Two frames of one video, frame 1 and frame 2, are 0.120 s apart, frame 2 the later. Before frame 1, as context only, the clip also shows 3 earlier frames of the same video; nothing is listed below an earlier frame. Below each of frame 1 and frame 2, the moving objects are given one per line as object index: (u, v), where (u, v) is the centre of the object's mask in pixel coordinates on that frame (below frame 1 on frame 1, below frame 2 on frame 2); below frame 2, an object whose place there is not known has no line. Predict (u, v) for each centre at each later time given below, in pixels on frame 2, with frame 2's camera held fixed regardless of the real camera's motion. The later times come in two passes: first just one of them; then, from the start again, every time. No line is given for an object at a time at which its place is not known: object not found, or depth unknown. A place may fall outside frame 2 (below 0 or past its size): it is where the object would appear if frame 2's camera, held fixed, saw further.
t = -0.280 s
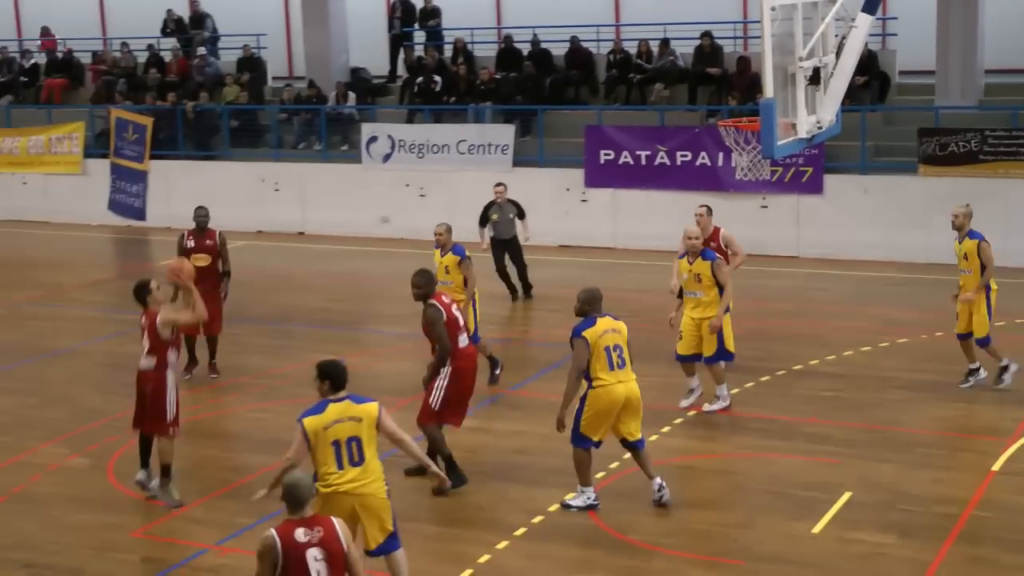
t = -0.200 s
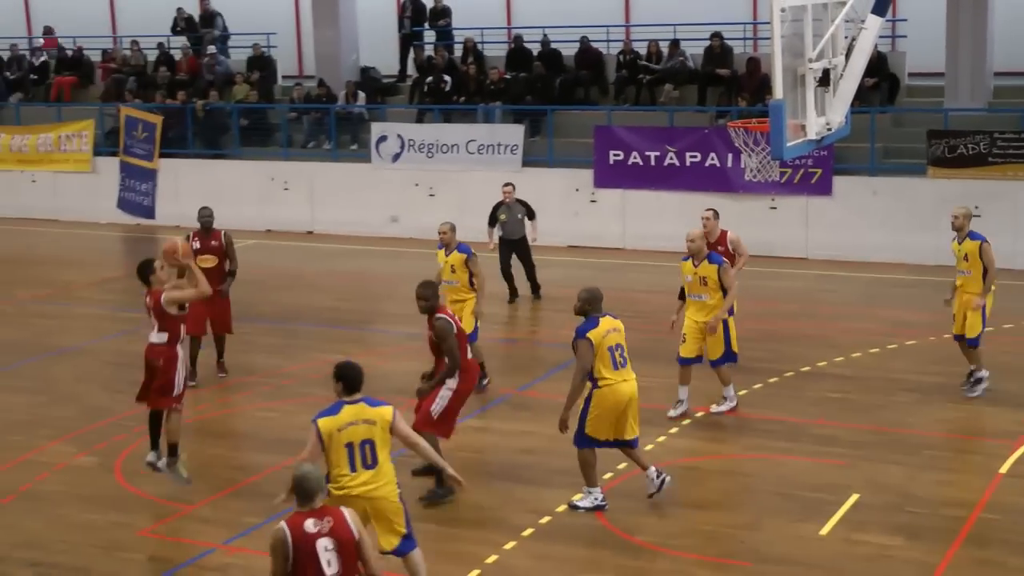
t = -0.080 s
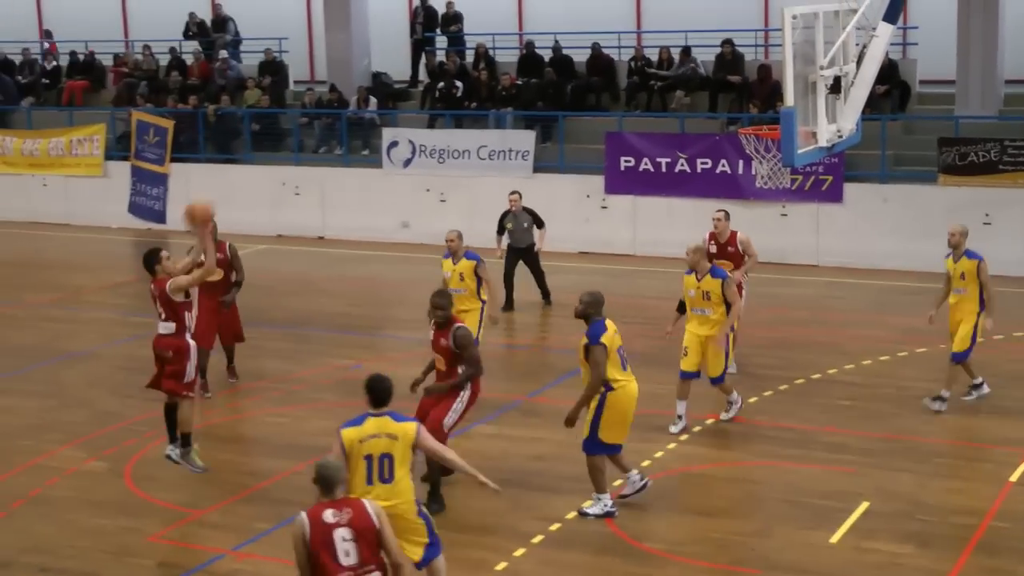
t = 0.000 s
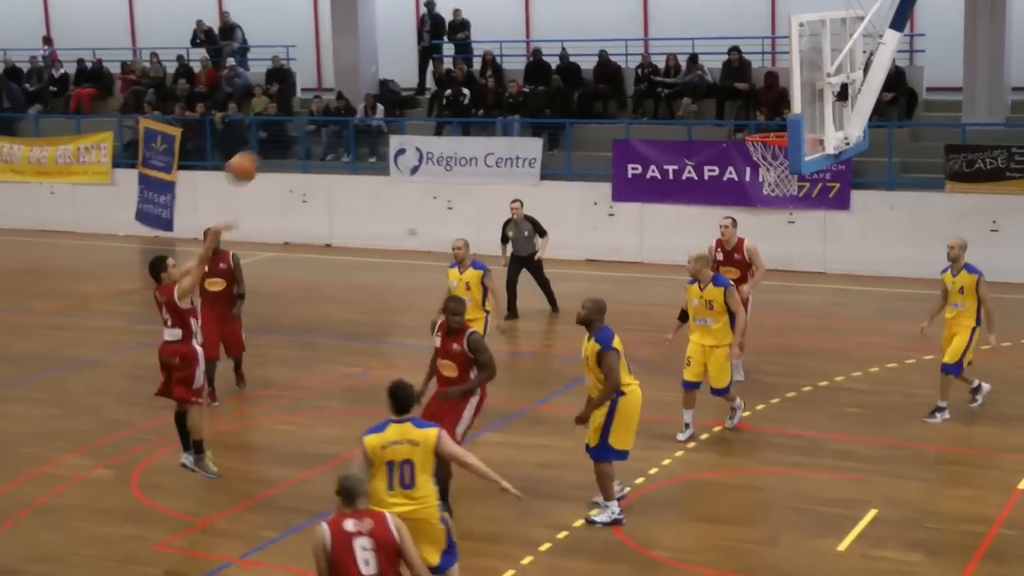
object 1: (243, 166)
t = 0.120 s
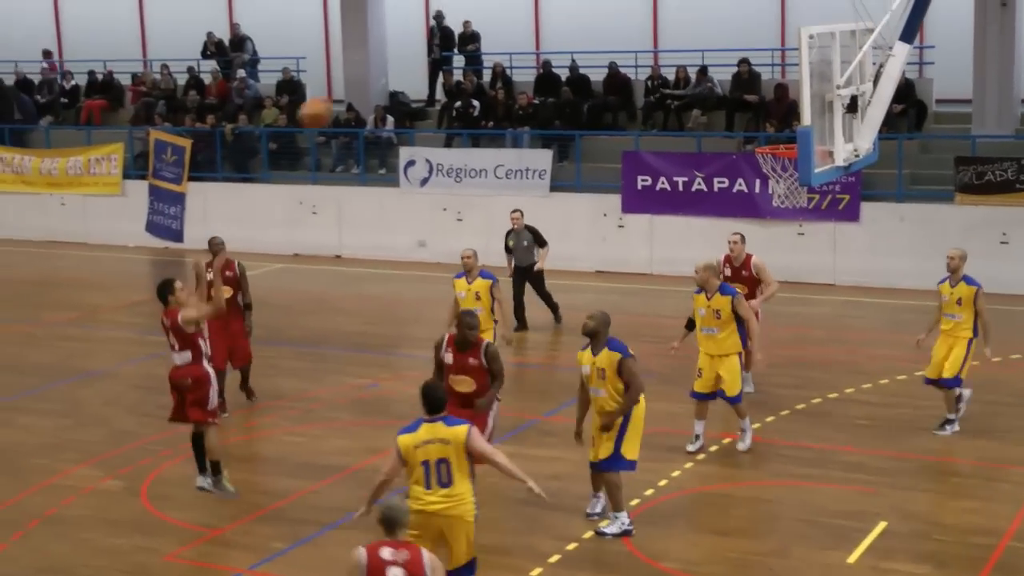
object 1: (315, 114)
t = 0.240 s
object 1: (383, 64)
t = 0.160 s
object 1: (340, 94)
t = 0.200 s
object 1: (361, 78)
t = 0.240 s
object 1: (383, 64)
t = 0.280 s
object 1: (405, 51)
